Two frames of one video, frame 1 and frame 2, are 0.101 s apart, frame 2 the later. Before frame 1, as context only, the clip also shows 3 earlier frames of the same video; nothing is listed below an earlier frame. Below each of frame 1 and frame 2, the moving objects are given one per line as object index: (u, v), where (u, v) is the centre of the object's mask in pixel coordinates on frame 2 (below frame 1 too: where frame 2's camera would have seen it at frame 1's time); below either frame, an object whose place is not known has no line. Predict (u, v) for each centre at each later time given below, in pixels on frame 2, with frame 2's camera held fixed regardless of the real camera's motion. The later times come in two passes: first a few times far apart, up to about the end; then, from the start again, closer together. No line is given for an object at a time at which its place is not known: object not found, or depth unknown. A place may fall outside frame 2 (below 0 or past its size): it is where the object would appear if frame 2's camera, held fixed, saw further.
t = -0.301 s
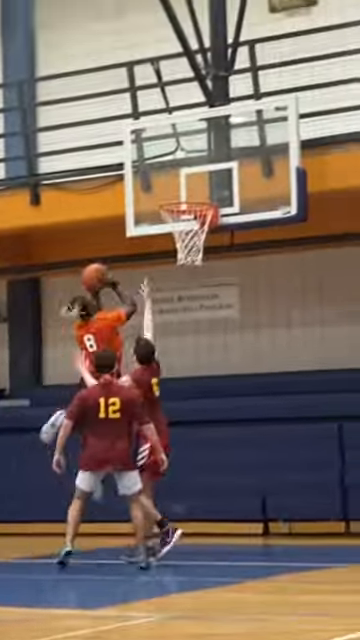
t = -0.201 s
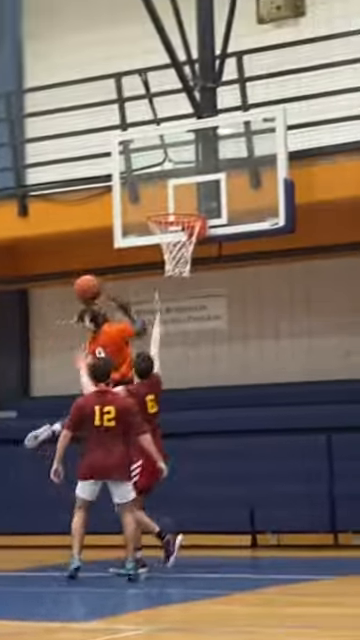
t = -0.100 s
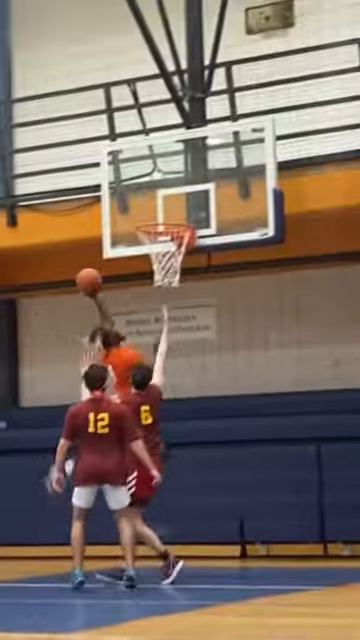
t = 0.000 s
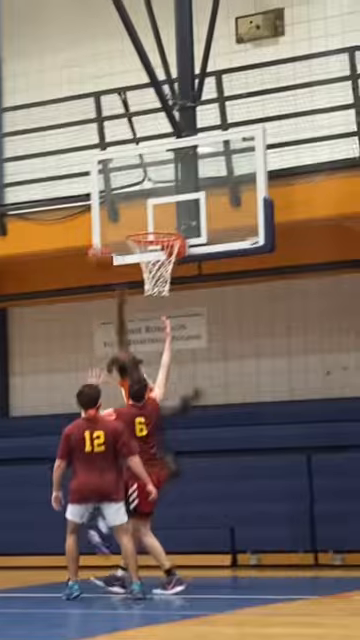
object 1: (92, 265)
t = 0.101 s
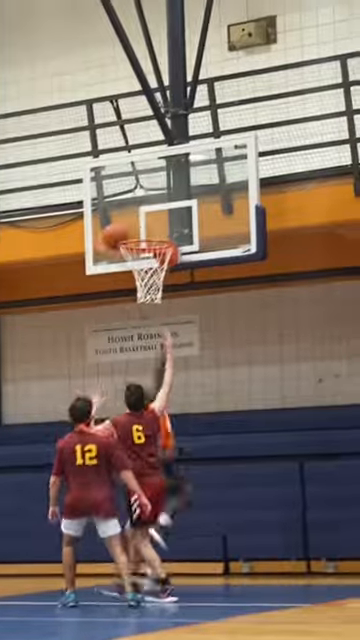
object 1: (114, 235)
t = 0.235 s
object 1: (137, 214)
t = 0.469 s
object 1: (150, 220)
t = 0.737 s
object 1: (147, 290)
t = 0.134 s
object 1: (123, 231)
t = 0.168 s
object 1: (130, 223)
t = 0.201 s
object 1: (136, 218)
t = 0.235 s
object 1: (137, 214)
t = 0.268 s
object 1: (139, 212)
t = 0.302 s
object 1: (141, 210)
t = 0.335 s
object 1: (142, 210)
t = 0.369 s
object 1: (144, 210)
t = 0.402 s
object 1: (146, 212)
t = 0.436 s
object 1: (148, 216)
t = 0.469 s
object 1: (150, 220)
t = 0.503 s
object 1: (153, 228)
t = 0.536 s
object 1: (155, 230)
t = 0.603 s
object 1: (159, 257)
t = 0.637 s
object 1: (153, 258)
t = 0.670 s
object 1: (151, 271)
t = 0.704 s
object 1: (149, 278)
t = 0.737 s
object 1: (147, 290)
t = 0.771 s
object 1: (143, 296)
